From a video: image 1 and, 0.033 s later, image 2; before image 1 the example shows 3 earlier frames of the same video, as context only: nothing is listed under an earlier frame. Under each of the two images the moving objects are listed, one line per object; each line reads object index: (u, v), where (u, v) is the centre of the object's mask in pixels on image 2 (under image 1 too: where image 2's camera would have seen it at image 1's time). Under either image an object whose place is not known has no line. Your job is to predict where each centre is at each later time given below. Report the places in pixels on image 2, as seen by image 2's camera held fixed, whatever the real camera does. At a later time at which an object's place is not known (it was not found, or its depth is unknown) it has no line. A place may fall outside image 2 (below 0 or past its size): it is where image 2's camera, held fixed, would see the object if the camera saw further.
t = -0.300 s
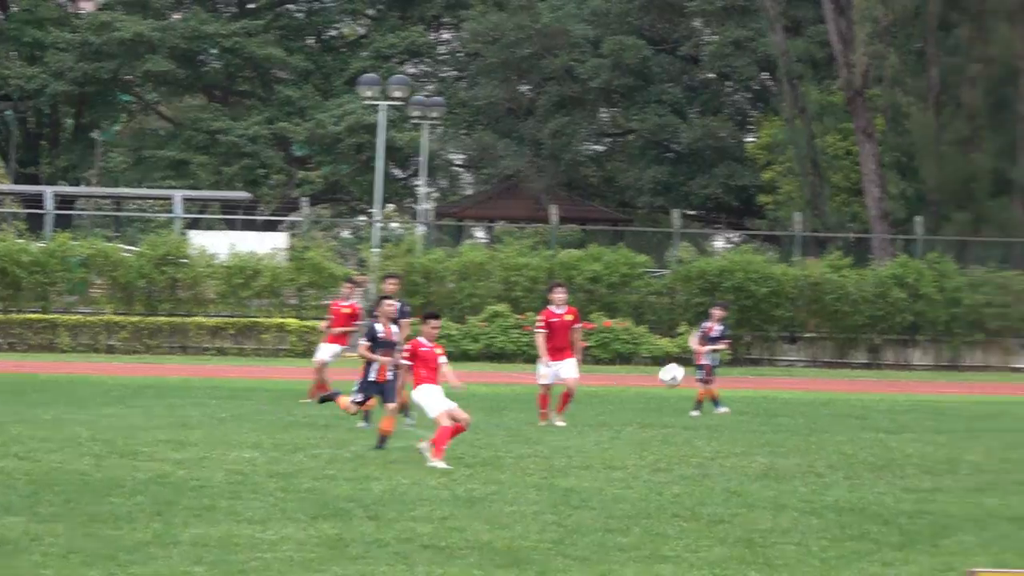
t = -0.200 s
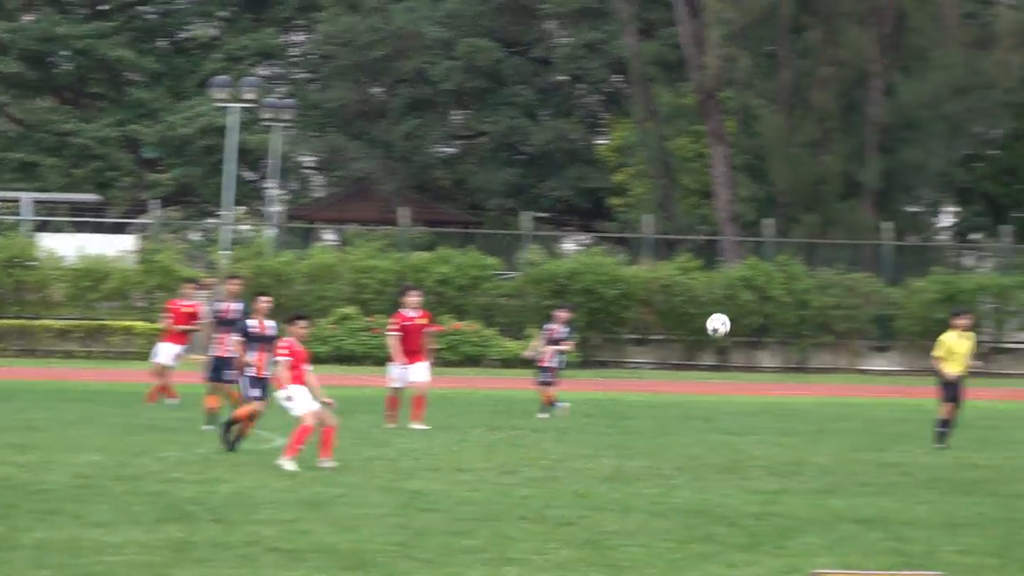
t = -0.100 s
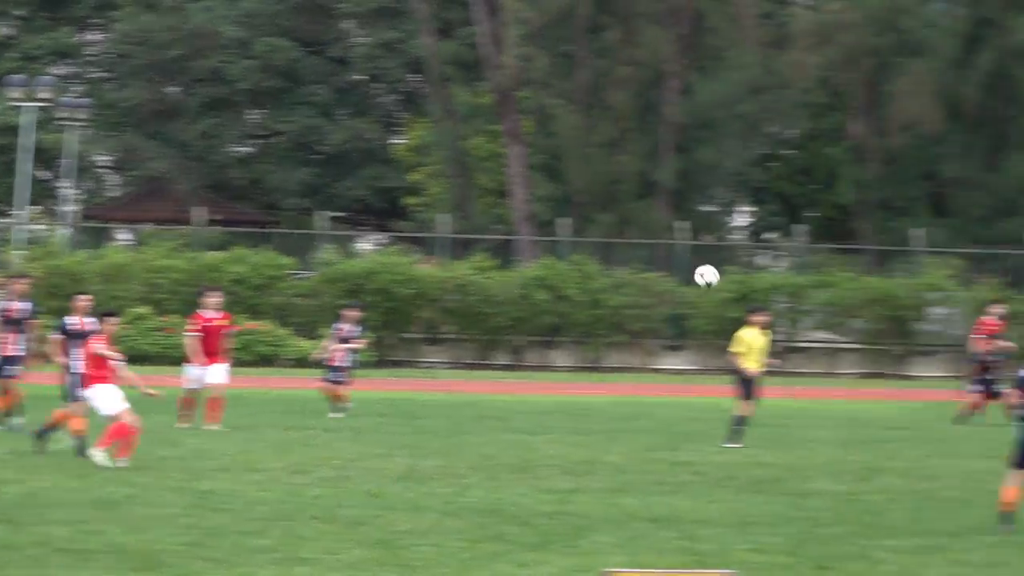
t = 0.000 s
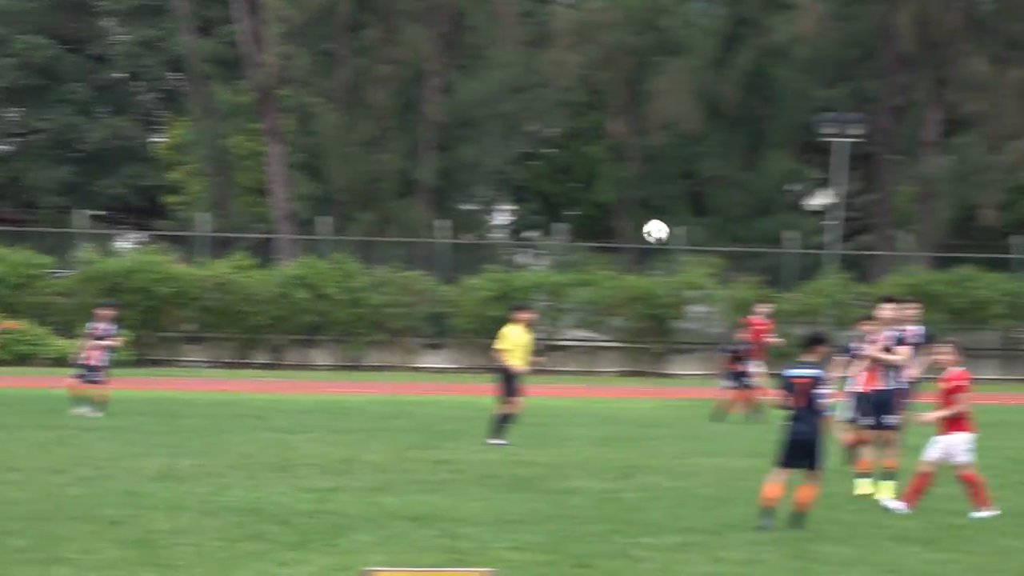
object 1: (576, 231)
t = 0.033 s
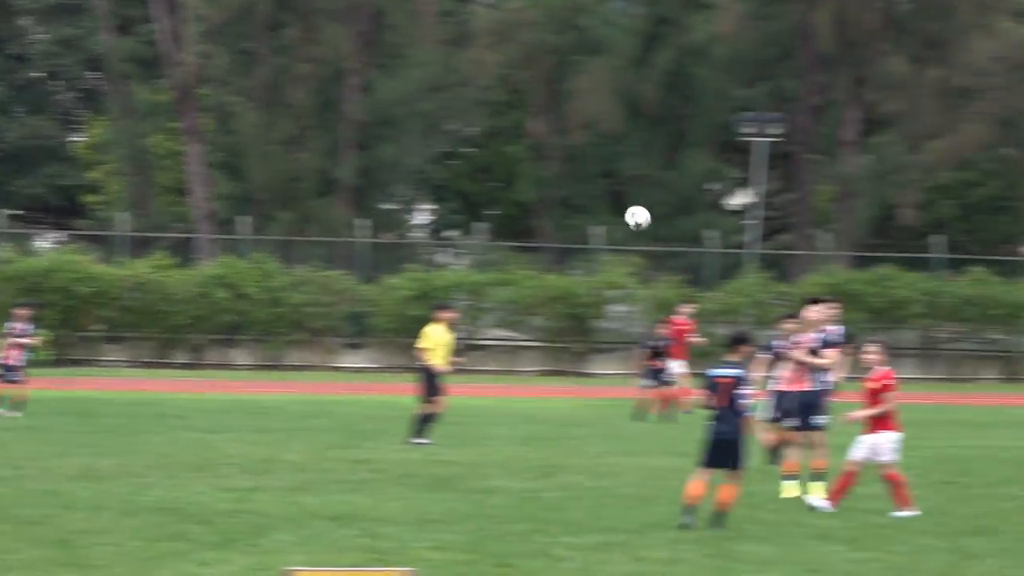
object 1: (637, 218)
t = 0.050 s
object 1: (668, 211)
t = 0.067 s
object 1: (698, 205)
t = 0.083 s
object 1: (728, 199)
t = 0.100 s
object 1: (759, 192)
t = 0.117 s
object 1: (790, 187)
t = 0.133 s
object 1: (820, 180)
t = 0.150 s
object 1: (851, 175)
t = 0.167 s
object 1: (881, 169)
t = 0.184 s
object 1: (913, 163)
